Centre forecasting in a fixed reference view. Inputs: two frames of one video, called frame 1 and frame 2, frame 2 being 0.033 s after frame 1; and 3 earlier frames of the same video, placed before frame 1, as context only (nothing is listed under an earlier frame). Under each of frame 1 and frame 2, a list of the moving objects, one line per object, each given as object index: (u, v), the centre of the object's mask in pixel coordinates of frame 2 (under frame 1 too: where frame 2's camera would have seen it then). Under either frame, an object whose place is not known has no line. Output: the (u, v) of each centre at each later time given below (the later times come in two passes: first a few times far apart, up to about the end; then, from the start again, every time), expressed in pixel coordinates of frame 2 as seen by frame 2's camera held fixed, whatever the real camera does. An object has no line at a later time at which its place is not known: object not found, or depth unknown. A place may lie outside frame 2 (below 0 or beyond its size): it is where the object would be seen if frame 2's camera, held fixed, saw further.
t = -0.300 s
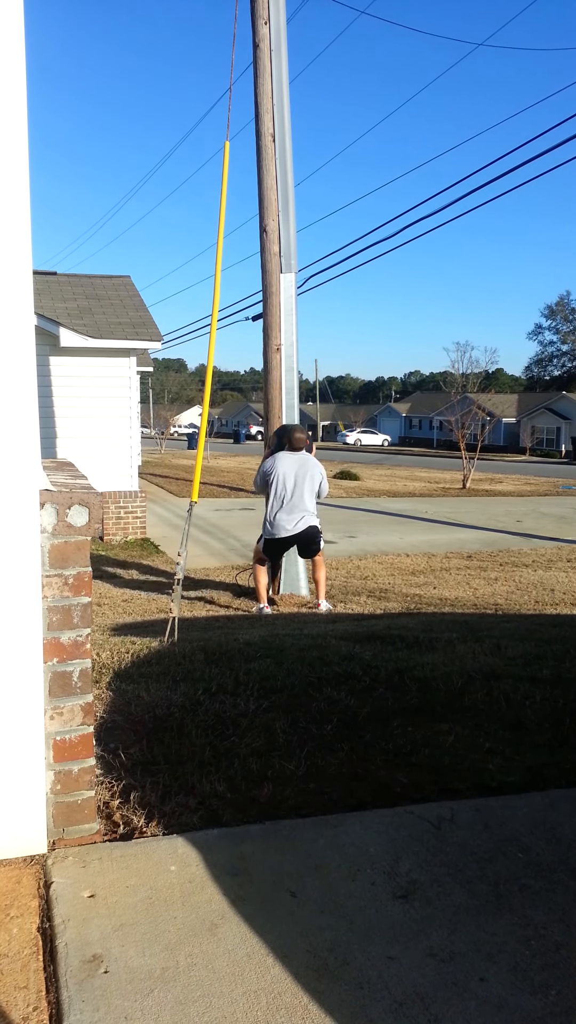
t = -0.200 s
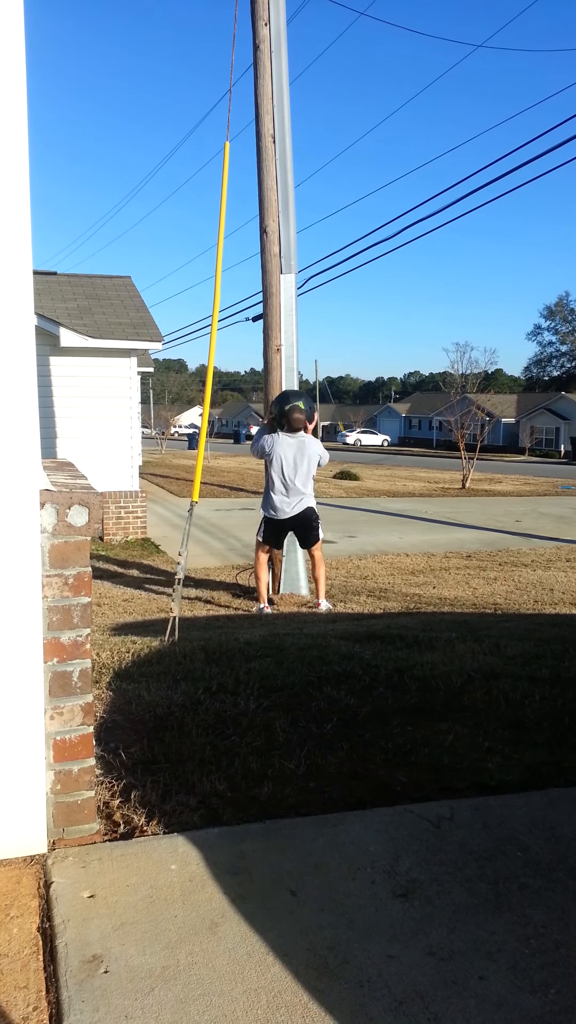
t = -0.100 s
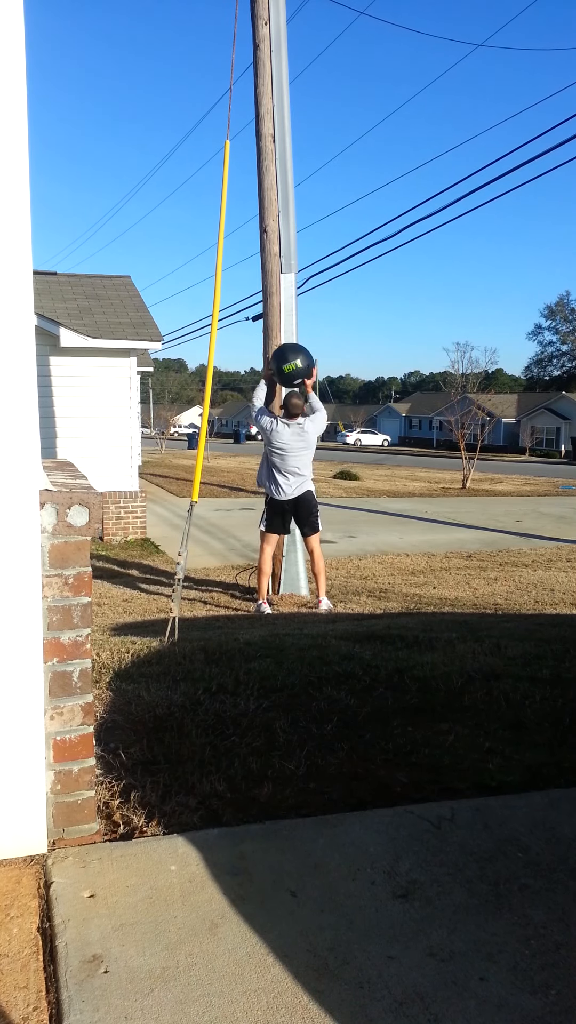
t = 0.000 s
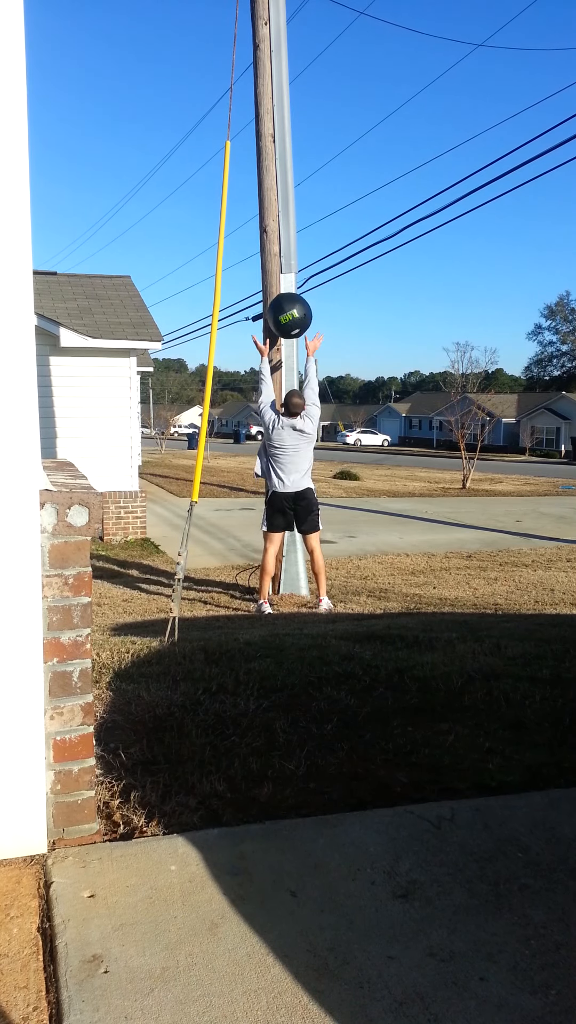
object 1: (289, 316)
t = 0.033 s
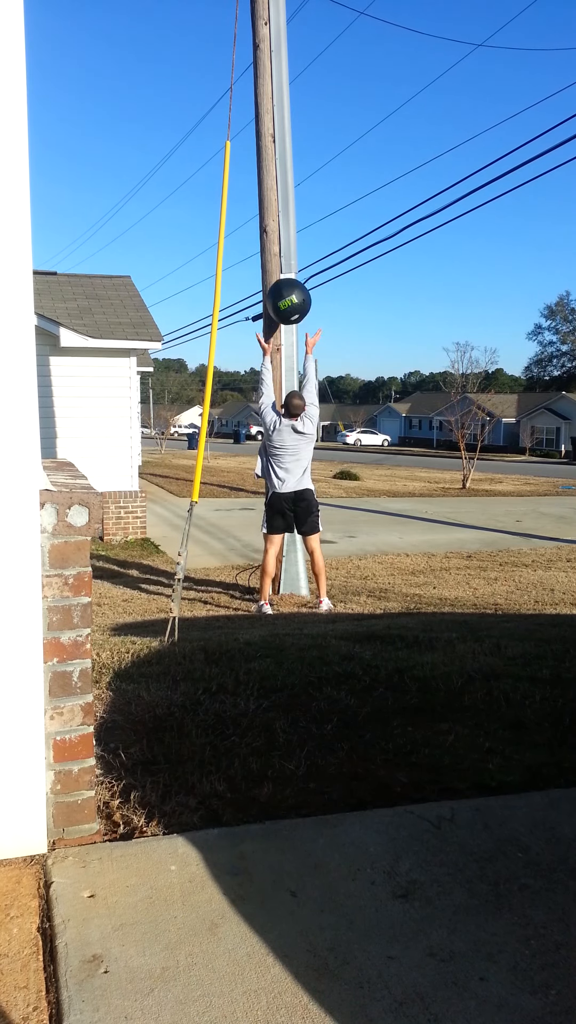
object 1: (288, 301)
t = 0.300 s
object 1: (281, 239)
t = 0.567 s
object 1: (279, 262)
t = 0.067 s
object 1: (287, 288)
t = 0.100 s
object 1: (286, 277)
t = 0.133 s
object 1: (285, 267)
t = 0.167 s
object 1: (284, 258)
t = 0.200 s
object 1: (284, 251)
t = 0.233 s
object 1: (283, 245)
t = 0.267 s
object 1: (282, 241)
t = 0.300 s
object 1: (281, 239)
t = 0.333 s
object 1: (280, 238)
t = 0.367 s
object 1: (280, 237)
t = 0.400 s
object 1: (280, 238)
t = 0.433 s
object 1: (280, 239)
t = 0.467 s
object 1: (280, 243)
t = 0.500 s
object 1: (280, 248)
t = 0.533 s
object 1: (279, 254)
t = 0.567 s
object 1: (279, 262)
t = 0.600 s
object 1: (279, 271)
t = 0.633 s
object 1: (279, 282)
